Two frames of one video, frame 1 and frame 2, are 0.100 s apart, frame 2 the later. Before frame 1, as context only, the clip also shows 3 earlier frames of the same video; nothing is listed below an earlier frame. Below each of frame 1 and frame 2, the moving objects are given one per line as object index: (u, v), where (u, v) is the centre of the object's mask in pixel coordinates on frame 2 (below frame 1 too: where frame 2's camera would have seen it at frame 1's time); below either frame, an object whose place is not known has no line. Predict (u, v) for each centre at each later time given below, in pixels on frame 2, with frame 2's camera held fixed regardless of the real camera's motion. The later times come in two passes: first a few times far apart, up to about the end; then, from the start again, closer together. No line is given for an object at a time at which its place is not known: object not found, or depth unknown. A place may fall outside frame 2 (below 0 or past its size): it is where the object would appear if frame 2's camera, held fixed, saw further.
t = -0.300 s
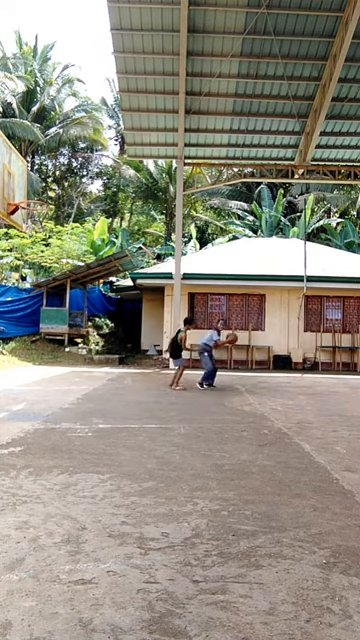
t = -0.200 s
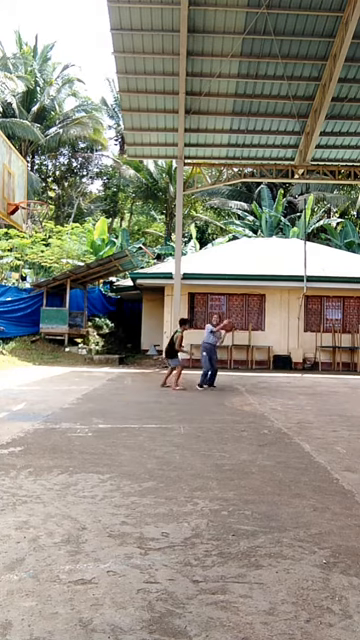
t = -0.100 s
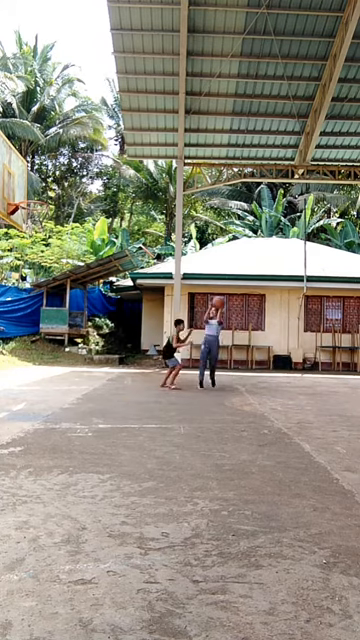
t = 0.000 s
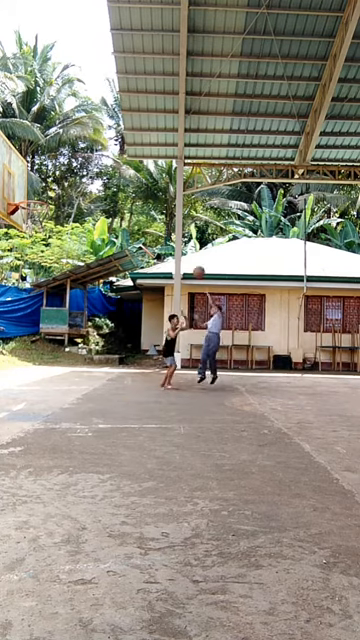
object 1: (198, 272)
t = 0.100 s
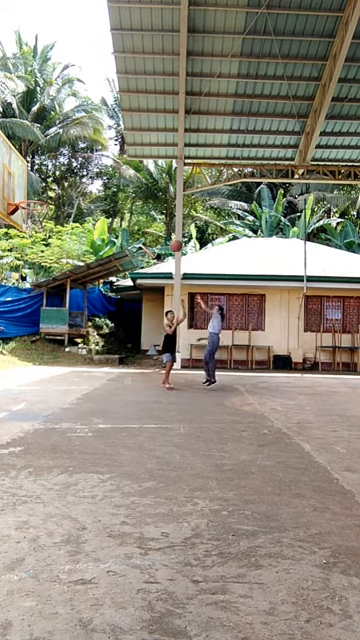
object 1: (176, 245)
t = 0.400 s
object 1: (105, 197)
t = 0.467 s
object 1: (89, 194)
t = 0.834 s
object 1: (50, 212)
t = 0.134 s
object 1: (168, 237)
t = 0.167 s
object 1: (161, 231)
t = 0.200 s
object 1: (153, 224)
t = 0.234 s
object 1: (145, 218)
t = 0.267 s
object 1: (137, 213)
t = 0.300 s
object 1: (130, 208)
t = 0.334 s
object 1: (122, 203)
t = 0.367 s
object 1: (113, 201)
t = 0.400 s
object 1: (105, 197)
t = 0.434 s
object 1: (98, 196)
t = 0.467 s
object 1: (89, 194)
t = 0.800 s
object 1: (42, 212)
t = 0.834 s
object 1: (50, 212)
